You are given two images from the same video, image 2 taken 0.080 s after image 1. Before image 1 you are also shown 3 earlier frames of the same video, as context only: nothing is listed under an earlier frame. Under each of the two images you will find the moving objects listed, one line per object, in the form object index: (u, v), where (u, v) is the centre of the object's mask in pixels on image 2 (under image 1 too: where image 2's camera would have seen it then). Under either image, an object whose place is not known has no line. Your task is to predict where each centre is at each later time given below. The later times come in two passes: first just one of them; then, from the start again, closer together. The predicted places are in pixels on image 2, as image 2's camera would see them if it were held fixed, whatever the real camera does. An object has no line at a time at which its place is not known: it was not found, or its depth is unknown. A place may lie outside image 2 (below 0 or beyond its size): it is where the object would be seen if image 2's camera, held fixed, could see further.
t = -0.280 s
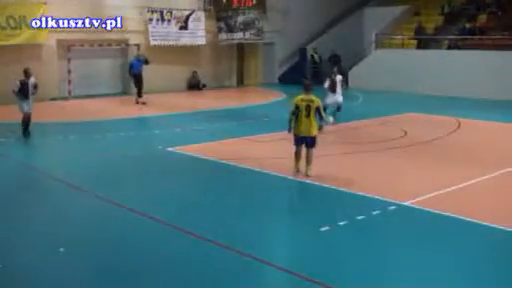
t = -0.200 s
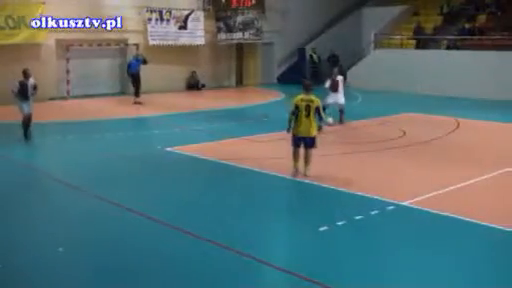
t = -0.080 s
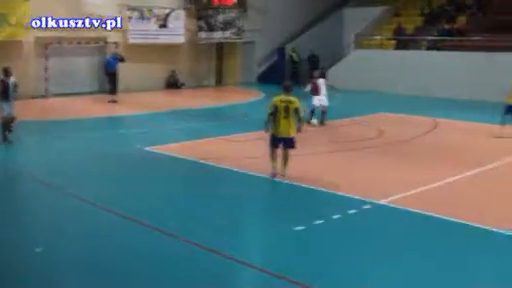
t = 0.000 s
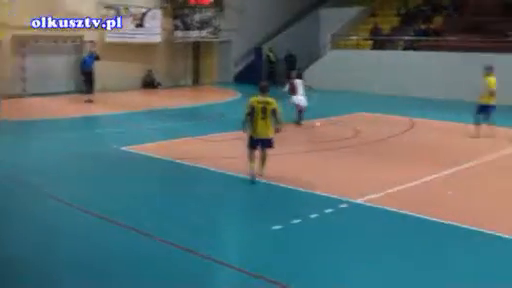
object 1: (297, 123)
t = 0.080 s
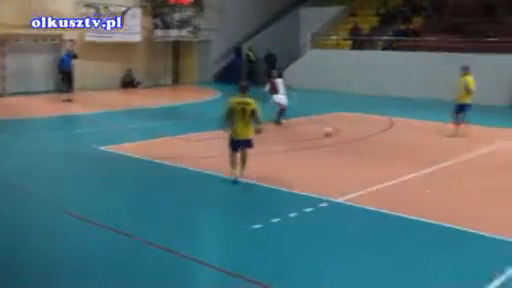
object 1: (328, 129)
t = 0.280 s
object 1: (402, 143)
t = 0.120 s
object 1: (341, 131)
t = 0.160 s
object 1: (358, 133)
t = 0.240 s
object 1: (386, 140)
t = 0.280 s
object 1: (402, 143)
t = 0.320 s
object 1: (424, 145)
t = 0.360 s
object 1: (440, 149)
